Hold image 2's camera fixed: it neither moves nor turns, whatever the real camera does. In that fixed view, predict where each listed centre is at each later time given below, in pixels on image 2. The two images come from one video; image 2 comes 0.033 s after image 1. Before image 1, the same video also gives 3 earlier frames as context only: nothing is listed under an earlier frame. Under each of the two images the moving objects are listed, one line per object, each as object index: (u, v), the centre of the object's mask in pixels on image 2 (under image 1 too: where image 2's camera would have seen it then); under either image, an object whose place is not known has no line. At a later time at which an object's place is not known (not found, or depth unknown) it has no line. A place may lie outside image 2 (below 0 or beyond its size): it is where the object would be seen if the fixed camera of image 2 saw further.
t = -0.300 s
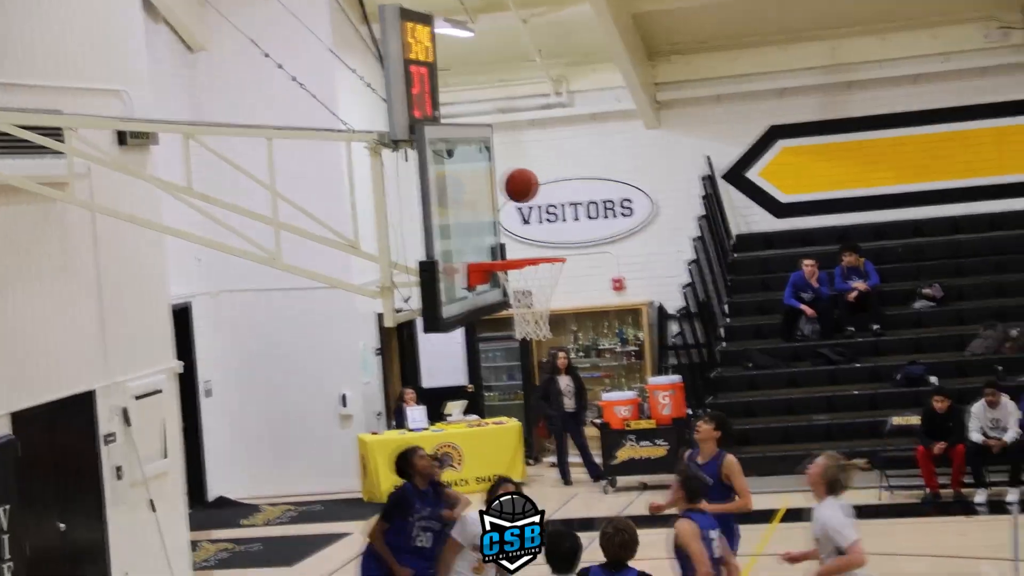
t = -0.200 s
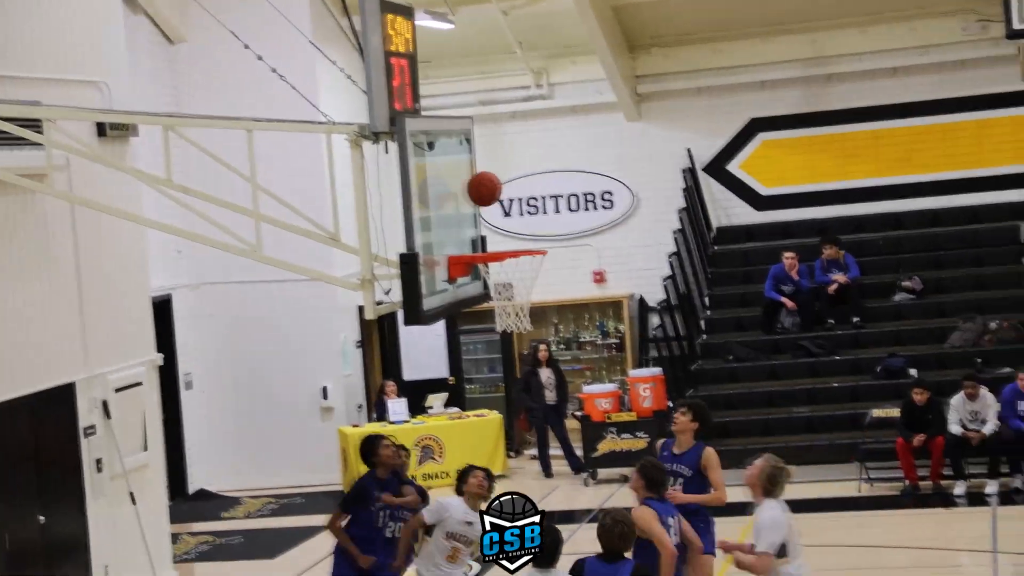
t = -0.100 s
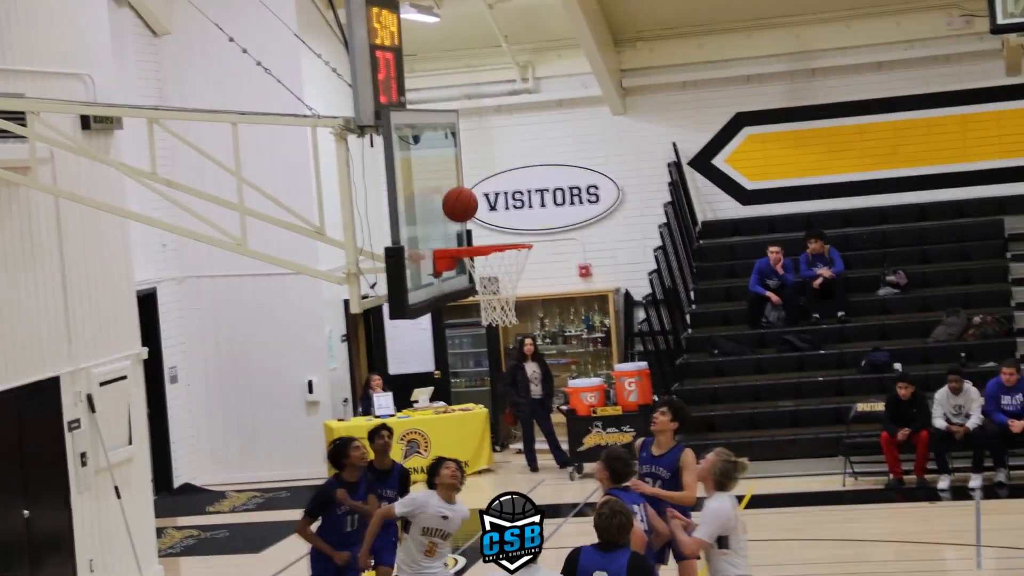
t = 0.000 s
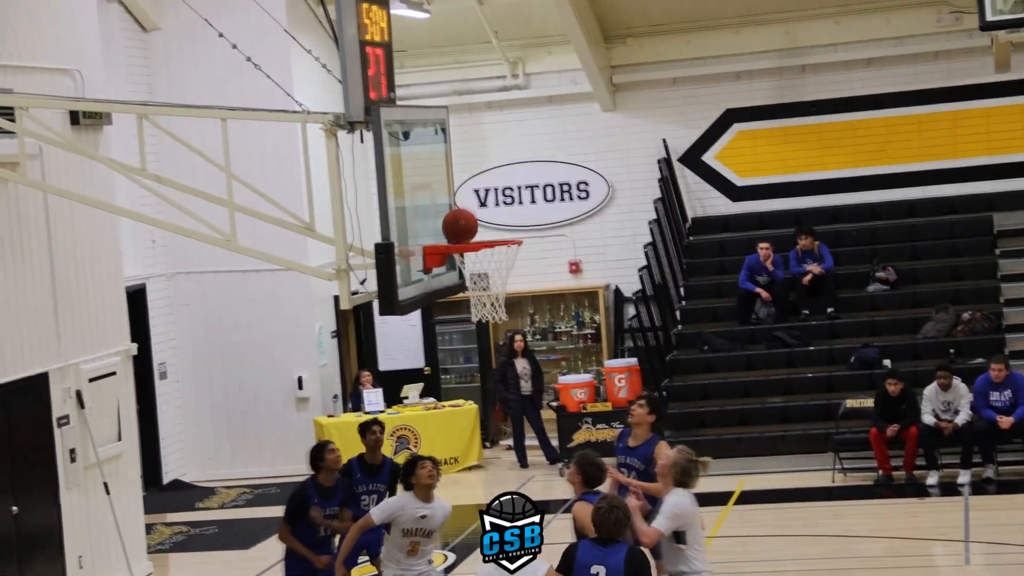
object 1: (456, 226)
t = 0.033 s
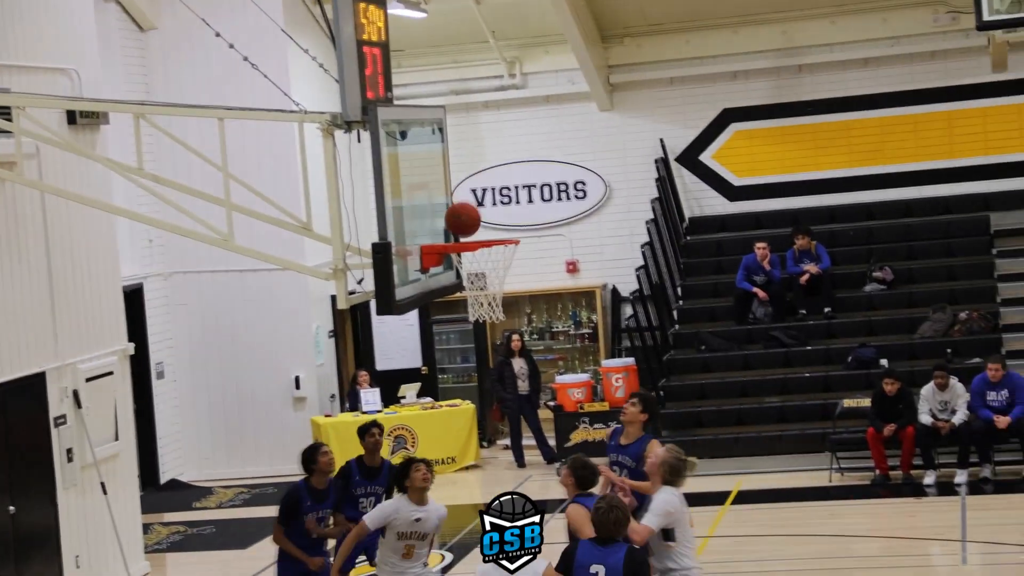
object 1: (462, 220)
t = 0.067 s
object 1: (469, 215)
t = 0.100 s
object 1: (475, 213)
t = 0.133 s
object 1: (482, 212)
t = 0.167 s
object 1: (489, 213)
